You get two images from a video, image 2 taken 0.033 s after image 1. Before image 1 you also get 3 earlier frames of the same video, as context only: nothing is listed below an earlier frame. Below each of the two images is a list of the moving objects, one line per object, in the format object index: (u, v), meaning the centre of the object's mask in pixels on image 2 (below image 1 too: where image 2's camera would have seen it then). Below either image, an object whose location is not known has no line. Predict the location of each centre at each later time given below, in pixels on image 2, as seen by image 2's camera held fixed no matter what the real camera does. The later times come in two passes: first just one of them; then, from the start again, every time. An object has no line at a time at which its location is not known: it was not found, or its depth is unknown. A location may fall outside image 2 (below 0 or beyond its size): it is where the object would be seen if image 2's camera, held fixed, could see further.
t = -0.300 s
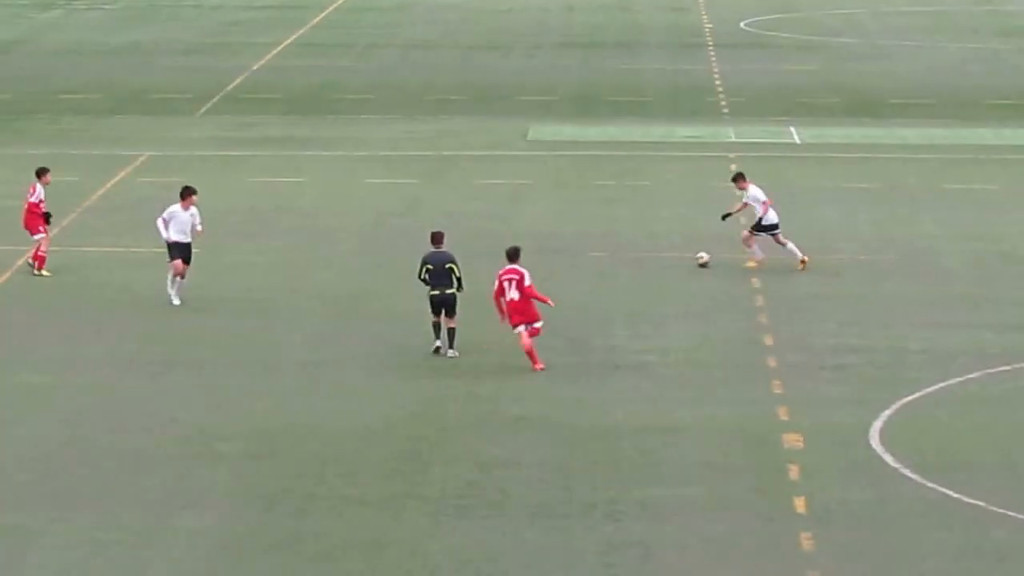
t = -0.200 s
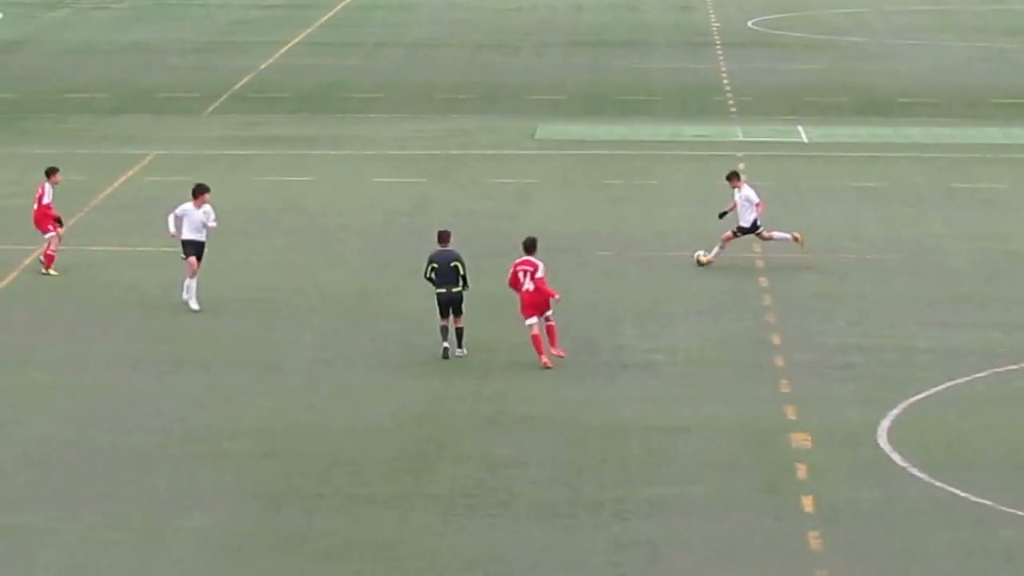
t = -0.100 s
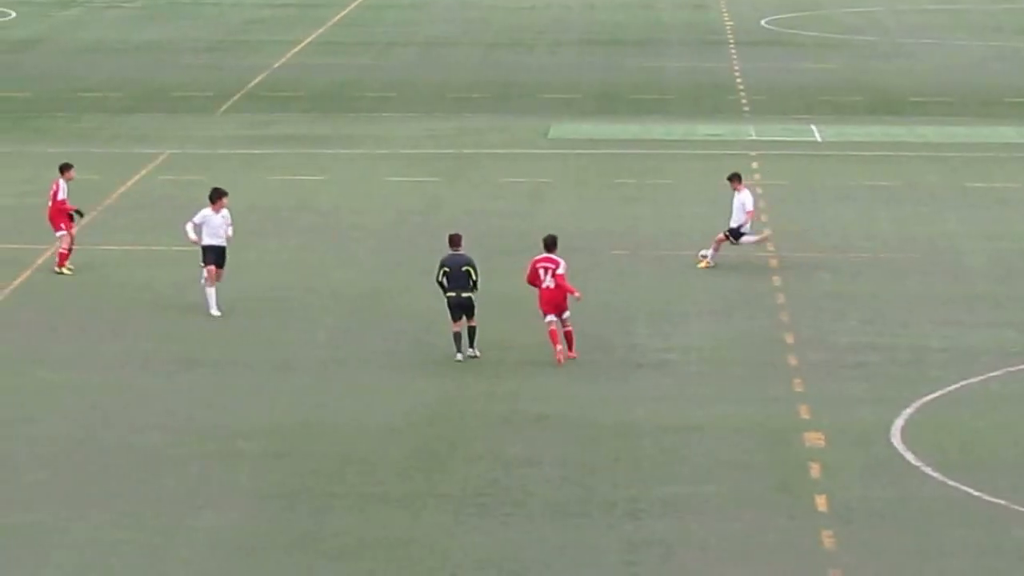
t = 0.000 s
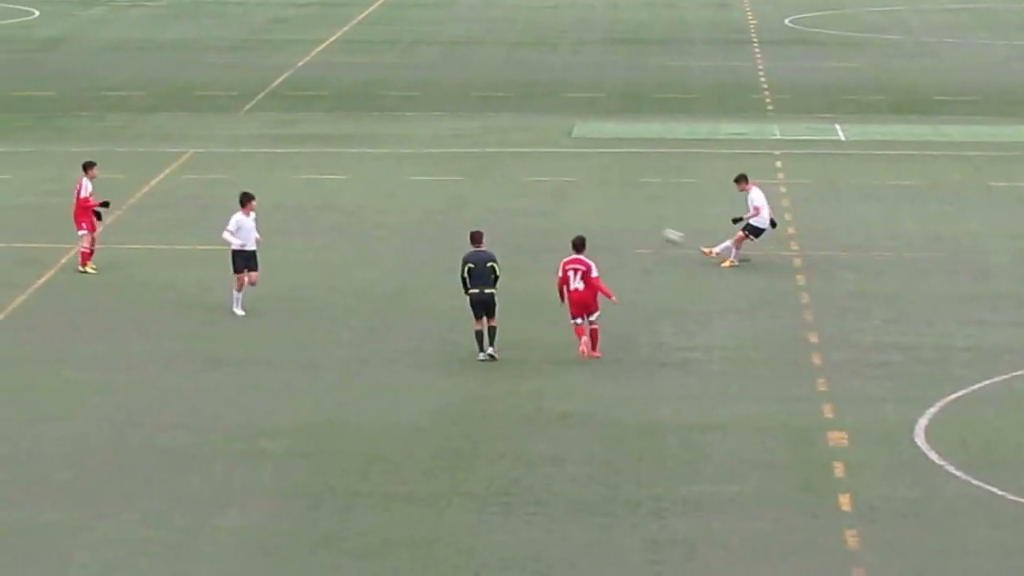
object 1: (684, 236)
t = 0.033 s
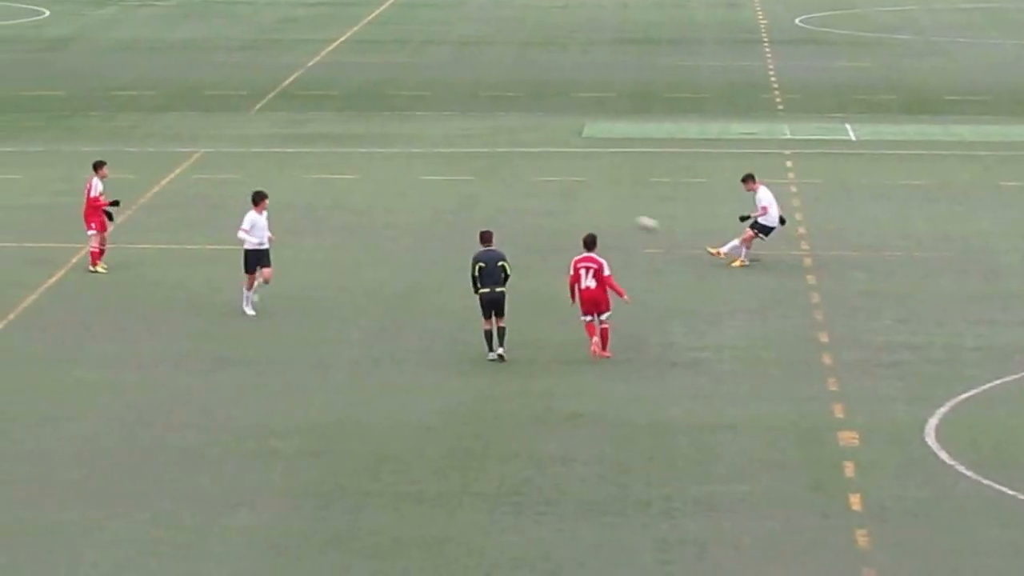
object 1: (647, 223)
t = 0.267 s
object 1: (402, 149)
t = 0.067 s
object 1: (611, 211)
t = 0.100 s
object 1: (576, 199)
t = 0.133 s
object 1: (539, 188)
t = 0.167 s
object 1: (505, 177)
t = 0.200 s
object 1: (469, 167)
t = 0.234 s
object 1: (435, 157)
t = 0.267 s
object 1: (402, 149)
